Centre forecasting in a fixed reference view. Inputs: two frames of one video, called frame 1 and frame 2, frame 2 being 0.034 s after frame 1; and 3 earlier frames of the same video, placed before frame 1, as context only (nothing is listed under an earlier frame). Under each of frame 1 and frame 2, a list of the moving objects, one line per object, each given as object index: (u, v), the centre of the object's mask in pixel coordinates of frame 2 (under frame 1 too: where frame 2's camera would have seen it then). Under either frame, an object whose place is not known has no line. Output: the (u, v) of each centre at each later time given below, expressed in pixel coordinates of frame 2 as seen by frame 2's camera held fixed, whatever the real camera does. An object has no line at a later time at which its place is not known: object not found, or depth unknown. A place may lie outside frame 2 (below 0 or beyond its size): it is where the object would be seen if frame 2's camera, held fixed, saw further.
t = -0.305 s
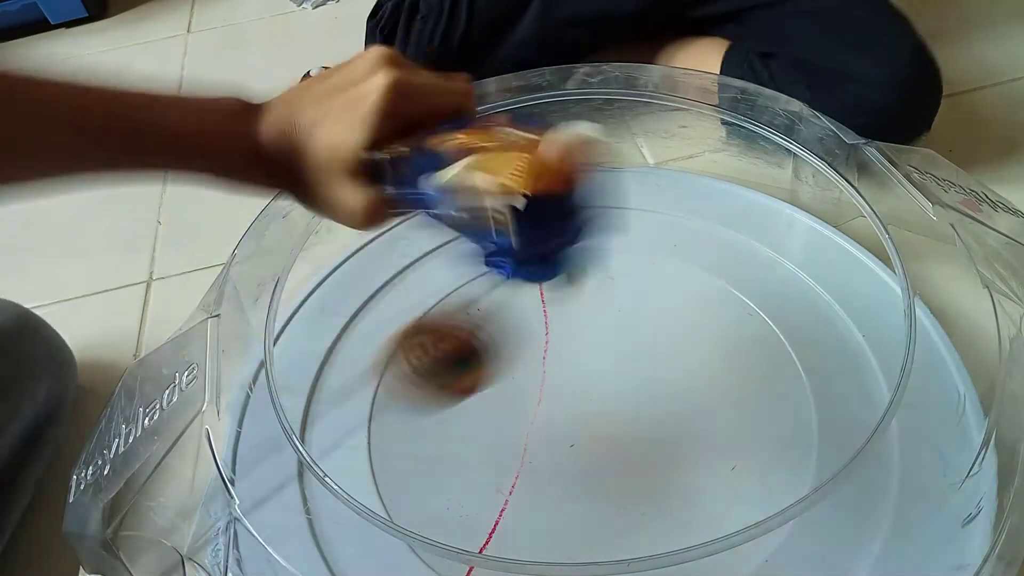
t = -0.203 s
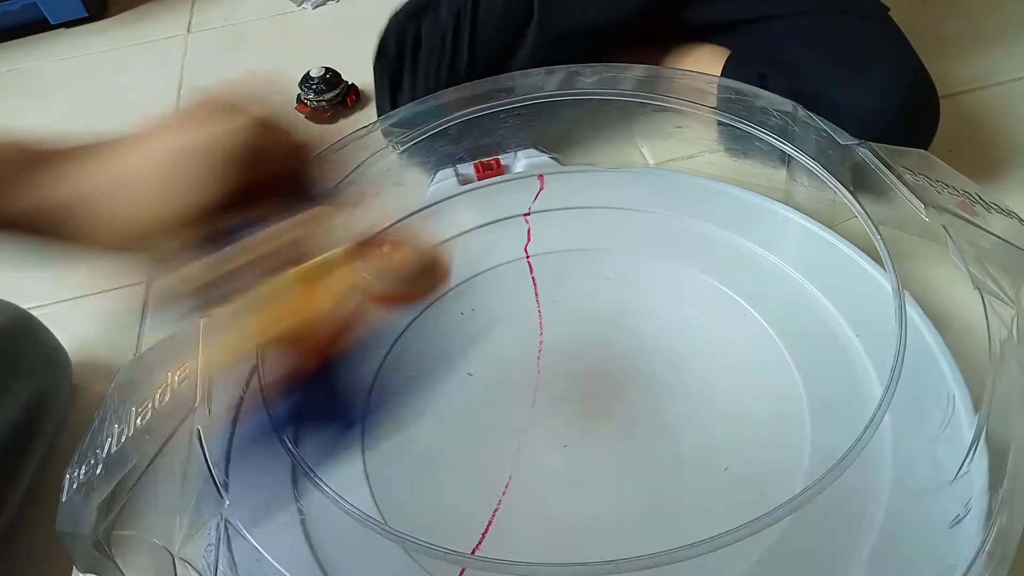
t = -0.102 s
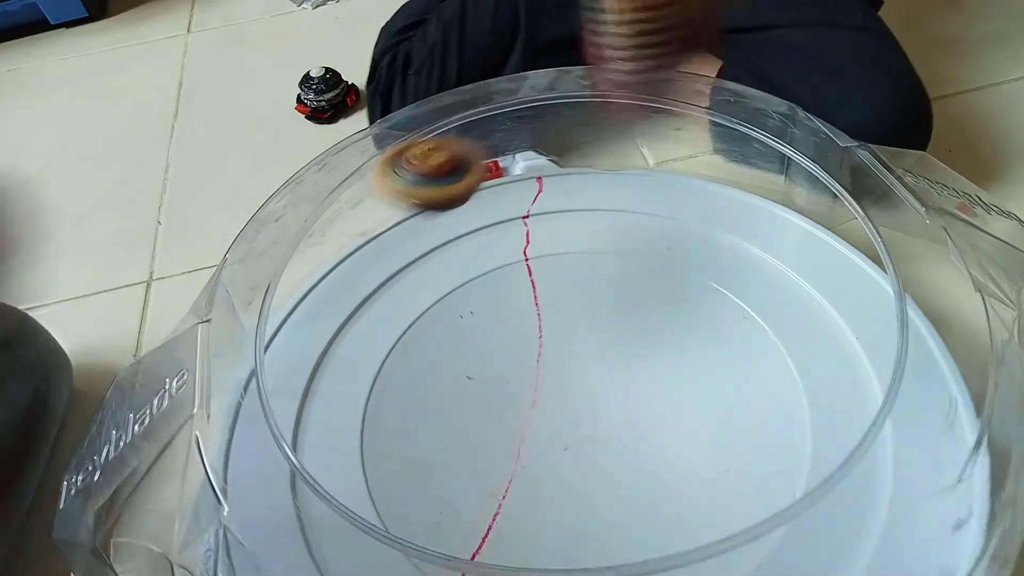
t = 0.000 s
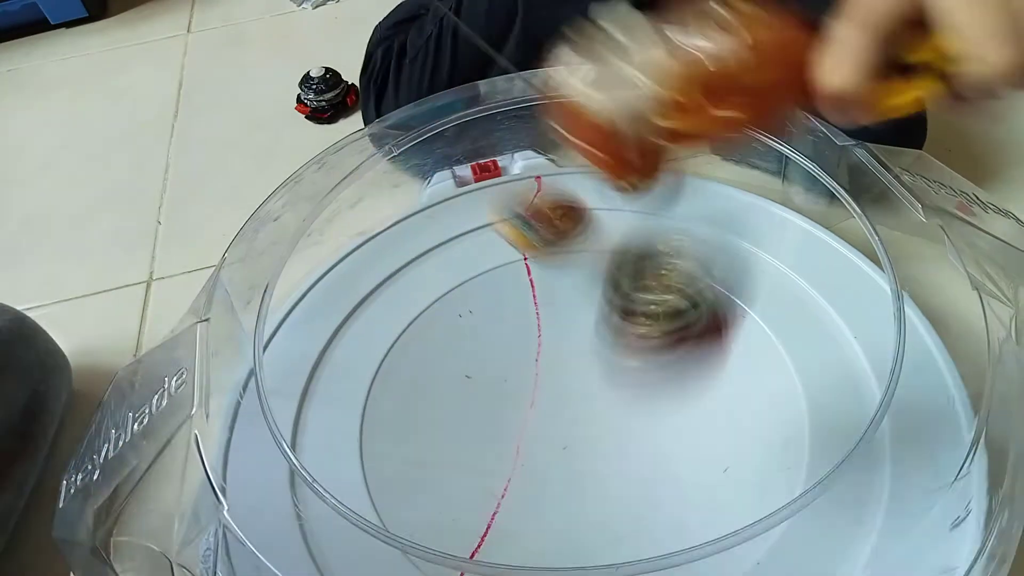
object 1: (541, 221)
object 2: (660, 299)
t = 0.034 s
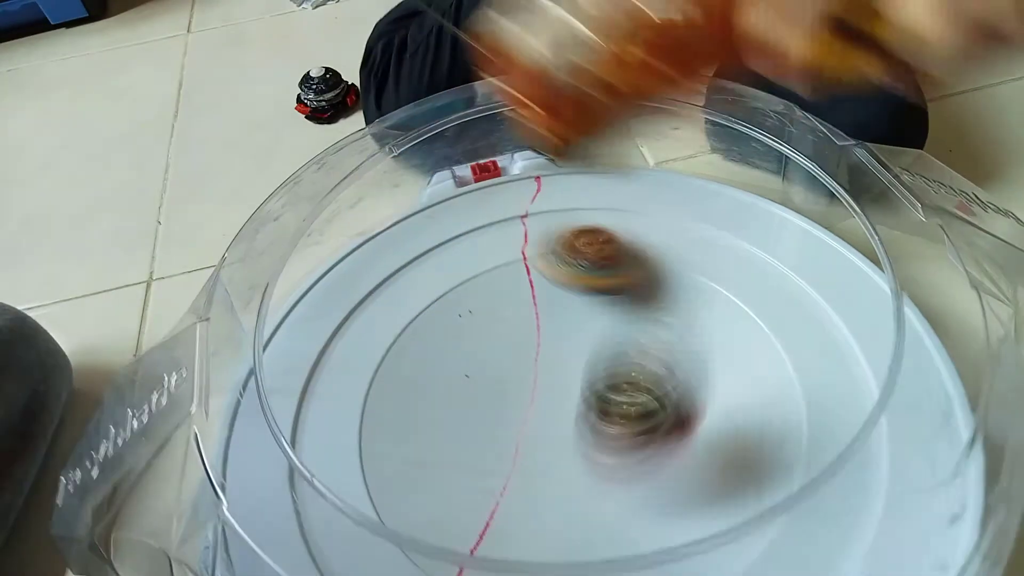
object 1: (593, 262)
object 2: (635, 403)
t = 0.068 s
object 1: (655, 259)
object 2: (614, 451)
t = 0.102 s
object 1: (719, 264)
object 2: (572, 428)
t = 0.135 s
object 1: (811, 291)
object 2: (537, 419)
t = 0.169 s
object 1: (910, 340)
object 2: (503, 423)
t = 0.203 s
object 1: (921, 352)
